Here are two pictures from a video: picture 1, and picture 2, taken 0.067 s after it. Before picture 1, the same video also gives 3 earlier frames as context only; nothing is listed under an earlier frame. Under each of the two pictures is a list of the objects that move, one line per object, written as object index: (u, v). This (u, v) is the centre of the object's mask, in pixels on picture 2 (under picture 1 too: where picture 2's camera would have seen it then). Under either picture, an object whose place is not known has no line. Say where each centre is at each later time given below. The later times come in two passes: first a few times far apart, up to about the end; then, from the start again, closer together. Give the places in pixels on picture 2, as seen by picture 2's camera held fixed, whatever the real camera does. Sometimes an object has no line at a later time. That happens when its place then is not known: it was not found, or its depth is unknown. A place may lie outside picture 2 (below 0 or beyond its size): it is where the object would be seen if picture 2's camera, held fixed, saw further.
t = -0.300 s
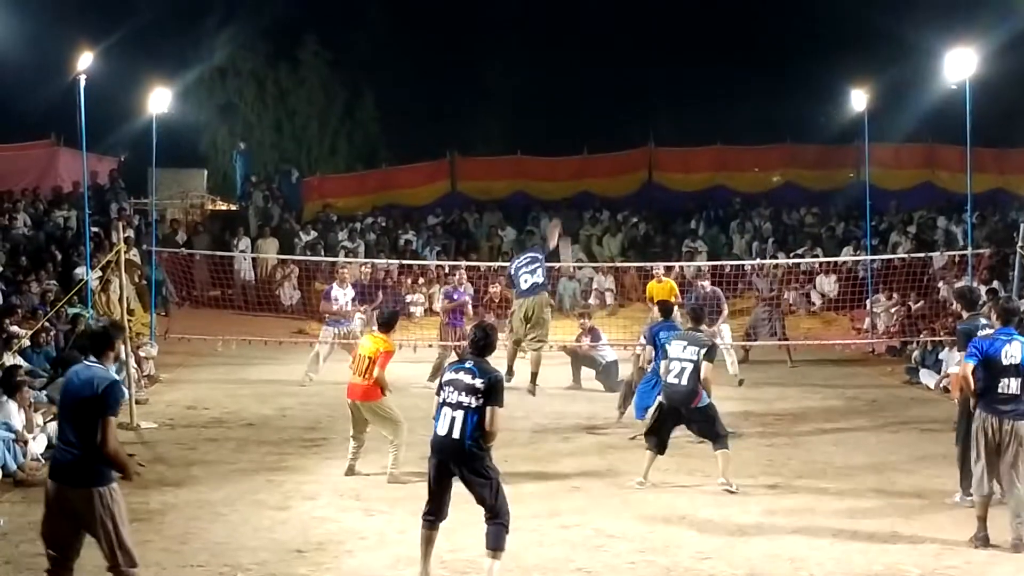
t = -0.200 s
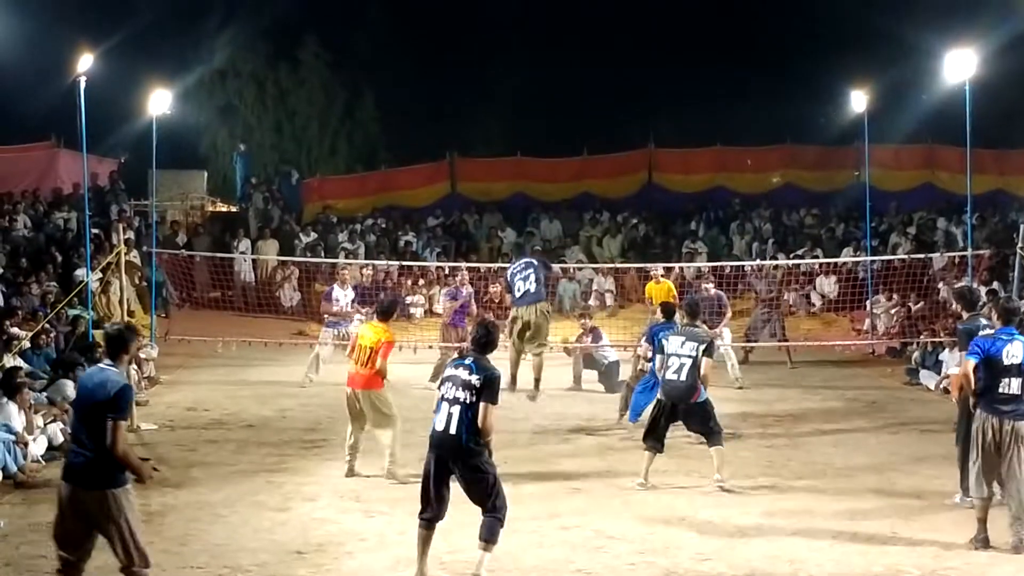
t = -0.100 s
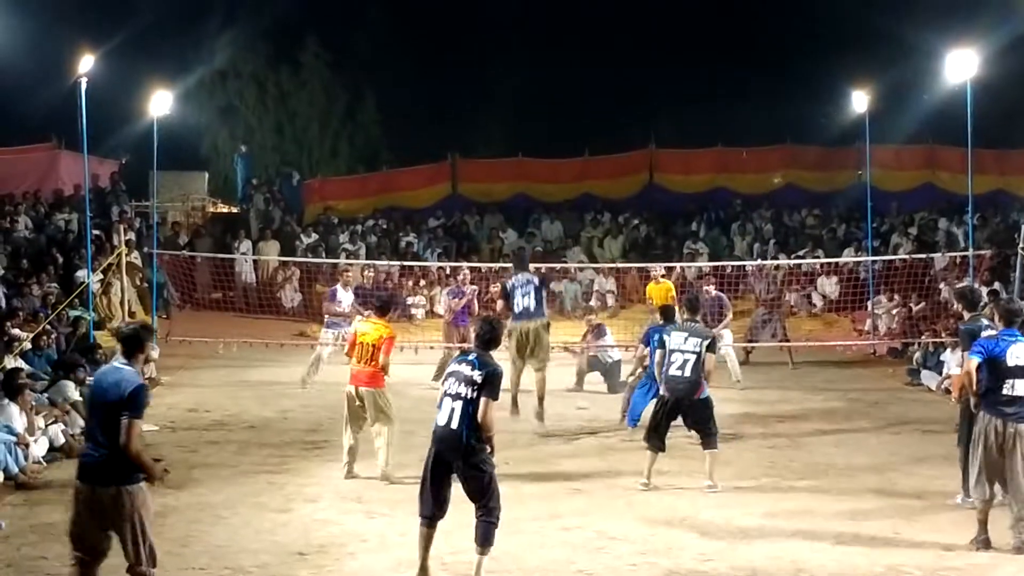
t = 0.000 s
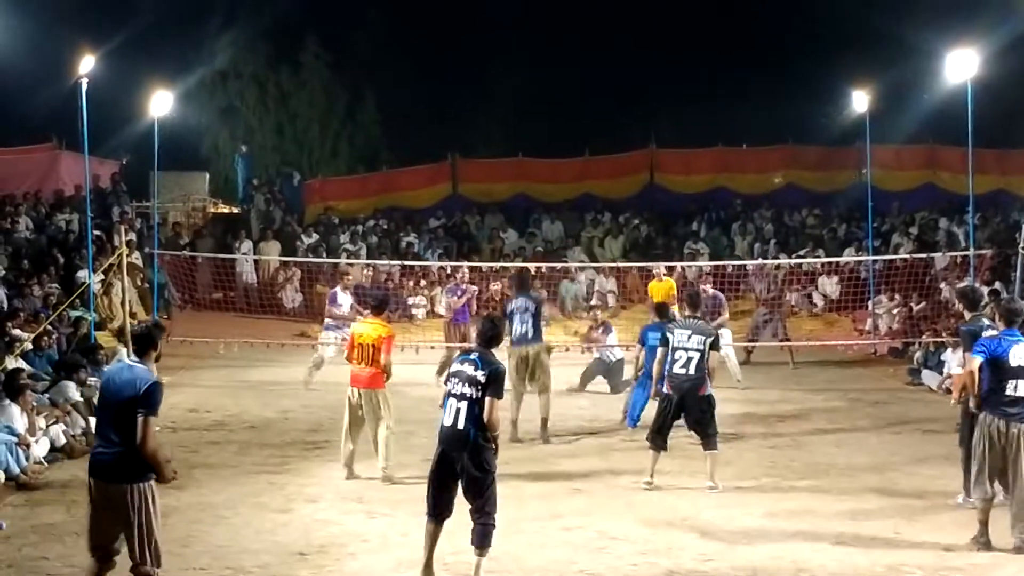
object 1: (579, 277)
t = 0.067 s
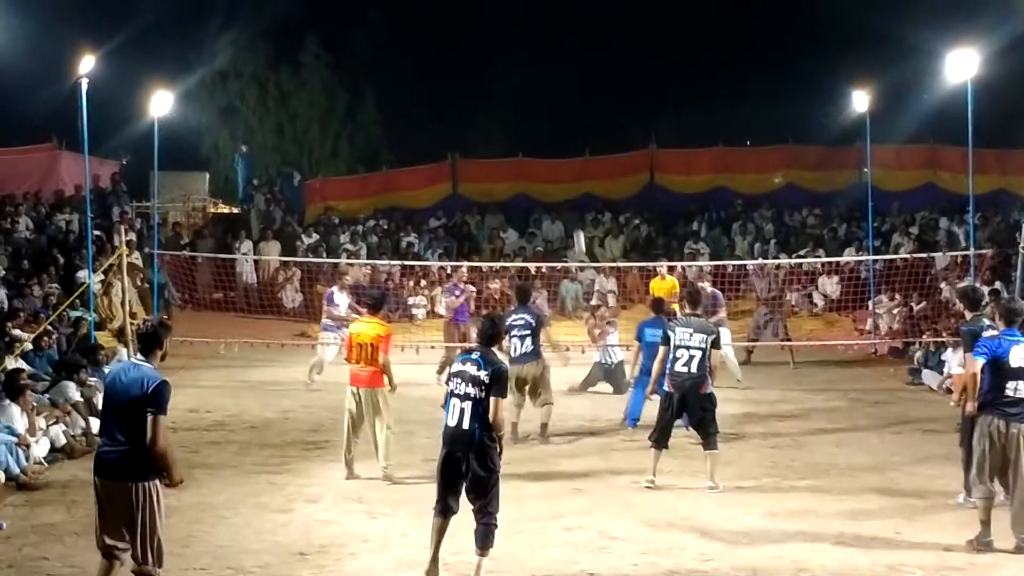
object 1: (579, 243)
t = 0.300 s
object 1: (575, 136)
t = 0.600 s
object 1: (571, 75)
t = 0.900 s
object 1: (568, 80)
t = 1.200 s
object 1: (565, 133)
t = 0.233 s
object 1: (577, 161)
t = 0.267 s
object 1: (576, 148)
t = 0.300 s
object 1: (575, 136)
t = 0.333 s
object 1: (575, 126)
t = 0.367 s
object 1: (574, 116)
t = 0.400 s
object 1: (574, 108)
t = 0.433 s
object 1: (574, 100)
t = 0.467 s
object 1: (573, 93)
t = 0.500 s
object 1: (572, 87)
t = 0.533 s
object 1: (572, 82)
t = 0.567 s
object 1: (571, 79)
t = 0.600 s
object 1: (571, 75)
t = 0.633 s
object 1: (571, 73)
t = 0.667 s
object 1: (571, 71)
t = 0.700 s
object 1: (570, 71)
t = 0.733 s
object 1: (570, 70)
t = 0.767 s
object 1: (569, 71)
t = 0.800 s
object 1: (569, 72)
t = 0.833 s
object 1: (569, 74)
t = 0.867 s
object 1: (568, 76)
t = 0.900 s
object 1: (568, 80)
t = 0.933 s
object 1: (567, 83)
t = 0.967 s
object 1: (567, 88)
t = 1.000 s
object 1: (567, 93)
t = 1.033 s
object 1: (566, 98)
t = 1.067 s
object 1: (566, 104)
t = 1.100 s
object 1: (566, 111)
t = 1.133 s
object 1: (565, 118)
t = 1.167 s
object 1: (565, 125)
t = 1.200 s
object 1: (565, 133)
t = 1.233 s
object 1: (564, 142)
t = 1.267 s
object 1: (564, 150)
